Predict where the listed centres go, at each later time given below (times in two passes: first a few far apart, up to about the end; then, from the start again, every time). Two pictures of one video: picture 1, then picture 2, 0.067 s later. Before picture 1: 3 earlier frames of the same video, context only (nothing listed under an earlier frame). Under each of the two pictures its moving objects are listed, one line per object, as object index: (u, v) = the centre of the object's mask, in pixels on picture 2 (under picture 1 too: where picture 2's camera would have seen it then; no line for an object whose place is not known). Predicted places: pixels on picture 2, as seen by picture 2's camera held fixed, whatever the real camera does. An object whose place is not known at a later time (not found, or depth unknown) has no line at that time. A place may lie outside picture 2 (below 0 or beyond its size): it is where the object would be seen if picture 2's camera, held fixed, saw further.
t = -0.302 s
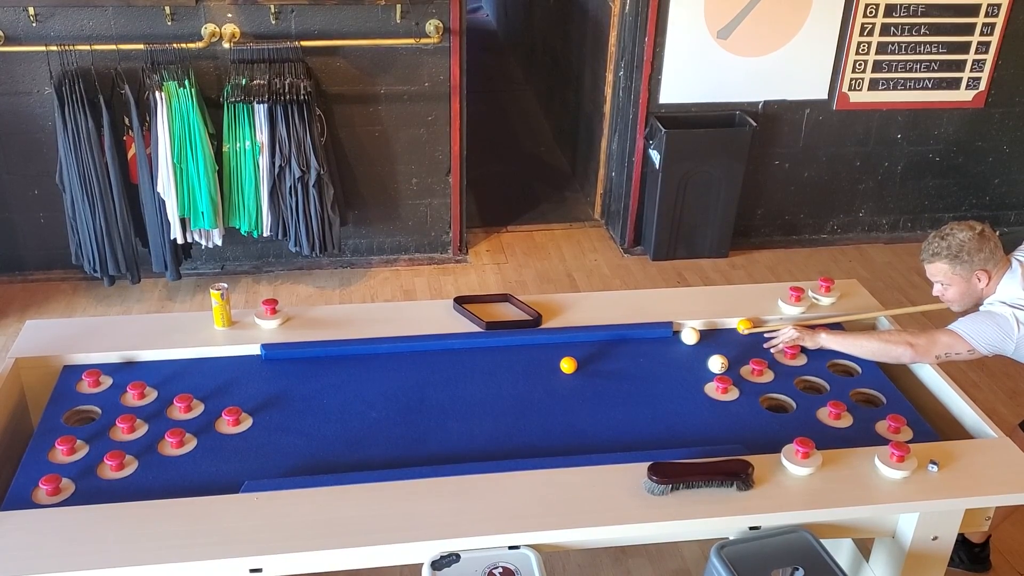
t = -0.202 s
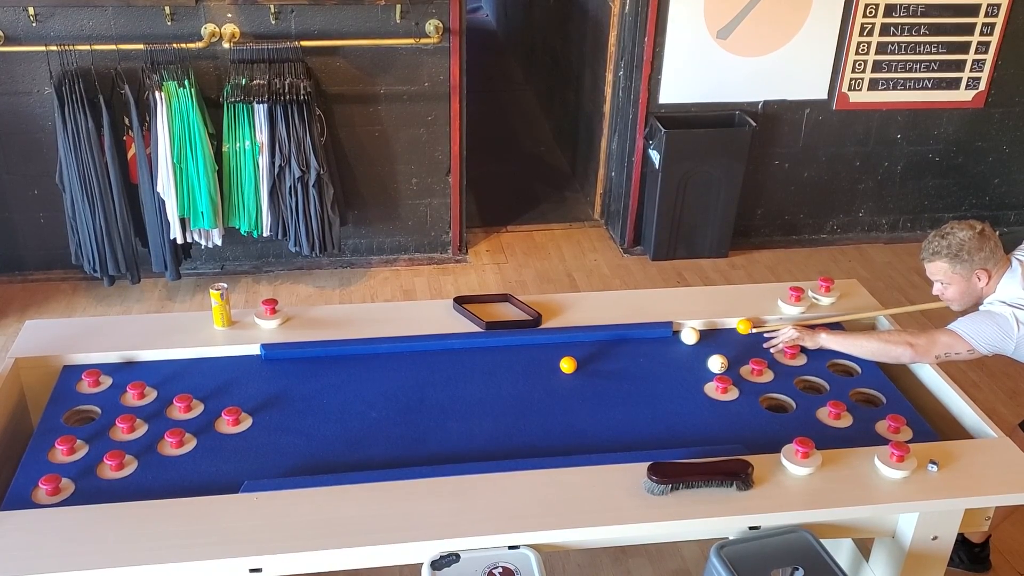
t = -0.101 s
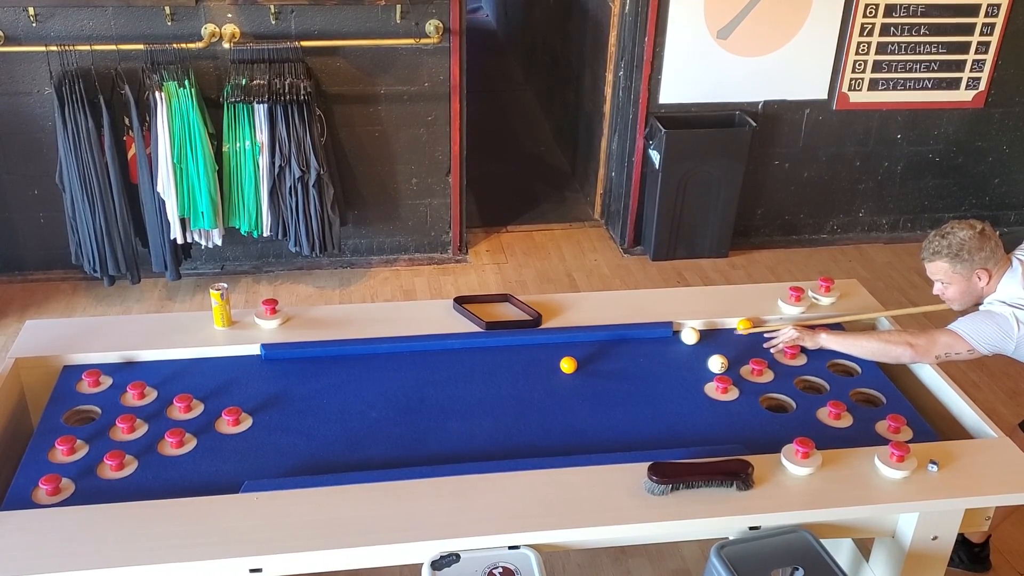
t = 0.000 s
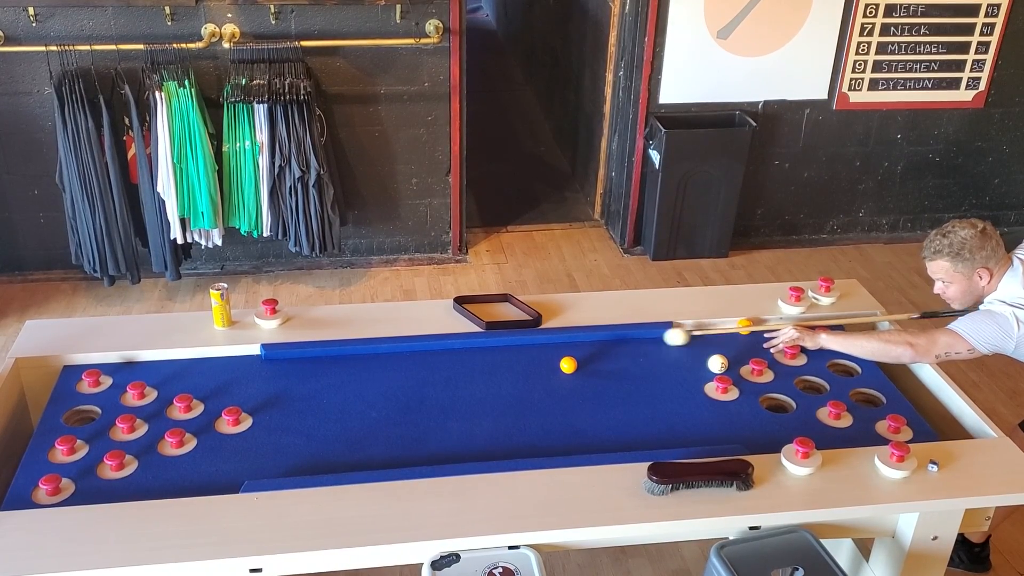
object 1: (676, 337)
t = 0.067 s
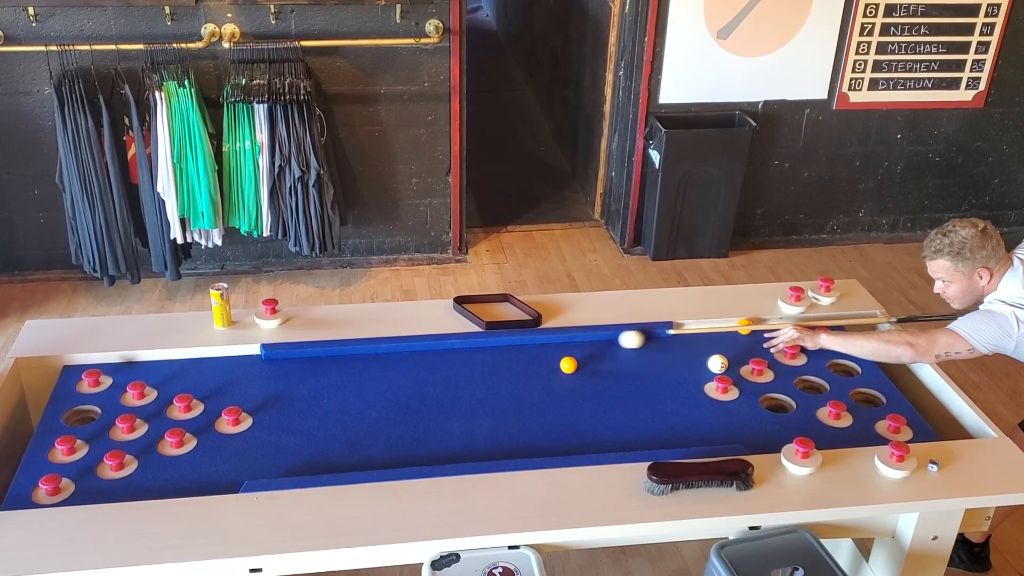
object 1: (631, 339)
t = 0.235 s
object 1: (532, 346)
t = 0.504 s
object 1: (380, 356)
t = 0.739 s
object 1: (240, 366)
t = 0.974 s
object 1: (110, 372)
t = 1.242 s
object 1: (135, 375)
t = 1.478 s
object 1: (150, 371)
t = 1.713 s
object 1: (163, 366)
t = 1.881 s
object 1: (171, 364)
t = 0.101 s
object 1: (610, 340)
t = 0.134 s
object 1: (589, 342)
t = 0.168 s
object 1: (569, 343)
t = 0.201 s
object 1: (550, 344)
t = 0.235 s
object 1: (532, 346)
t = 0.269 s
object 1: (513, 347)
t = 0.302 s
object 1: (494, 348)
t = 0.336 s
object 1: (476, 349)
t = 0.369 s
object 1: (457, 351)
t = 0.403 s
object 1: (438, 352)
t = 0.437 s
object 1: (418, 353)
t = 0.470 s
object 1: (399, 355)
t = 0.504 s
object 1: (380, 356)
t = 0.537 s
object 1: (360, 357)
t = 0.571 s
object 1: (341, 359)
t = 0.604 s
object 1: (321, 360)
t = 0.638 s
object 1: (301, 361)
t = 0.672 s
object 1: (281, 363)
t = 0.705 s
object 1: (261, 364)
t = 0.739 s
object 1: (240, 366)
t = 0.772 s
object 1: (220, 367)
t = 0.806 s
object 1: (200, 368)
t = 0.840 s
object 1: (180, 370)
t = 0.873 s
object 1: (160, 371)
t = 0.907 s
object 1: (139, 373)
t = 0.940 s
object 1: (119, 374)
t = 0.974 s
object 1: (110, 372)
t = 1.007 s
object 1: (113, 367)
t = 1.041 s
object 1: (116, 366)
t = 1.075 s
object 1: (120, 368)
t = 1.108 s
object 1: (125, 372)
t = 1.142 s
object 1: (128, 377)
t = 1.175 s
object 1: (131, 375)
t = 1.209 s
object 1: (133, 374)
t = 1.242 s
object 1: (135, 375)
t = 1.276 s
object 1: (137, 374)
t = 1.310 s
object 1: (139, 374)
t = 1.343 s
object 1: (142, 373)
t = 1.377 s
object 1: (144, 373)
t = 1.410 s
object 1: (146, 372)
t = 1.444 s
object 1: (148, 371)
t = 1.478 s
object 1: (150, 371)
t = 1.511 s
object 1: (152, 370)
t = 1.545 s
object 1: (154, 370)
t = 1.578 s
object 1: (156, 369)
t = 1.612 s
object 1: (158, 369)
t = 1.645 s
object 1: (160, 368)
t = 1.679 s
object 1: (162, 367)
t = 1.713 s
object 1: (163, 366)
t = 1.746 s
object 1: (165, 366)
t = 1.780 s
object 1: (167, 366)
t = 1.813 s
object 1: (168, 365)
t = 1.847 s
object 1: (170, 364)
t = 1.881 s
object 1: (171, 364)
